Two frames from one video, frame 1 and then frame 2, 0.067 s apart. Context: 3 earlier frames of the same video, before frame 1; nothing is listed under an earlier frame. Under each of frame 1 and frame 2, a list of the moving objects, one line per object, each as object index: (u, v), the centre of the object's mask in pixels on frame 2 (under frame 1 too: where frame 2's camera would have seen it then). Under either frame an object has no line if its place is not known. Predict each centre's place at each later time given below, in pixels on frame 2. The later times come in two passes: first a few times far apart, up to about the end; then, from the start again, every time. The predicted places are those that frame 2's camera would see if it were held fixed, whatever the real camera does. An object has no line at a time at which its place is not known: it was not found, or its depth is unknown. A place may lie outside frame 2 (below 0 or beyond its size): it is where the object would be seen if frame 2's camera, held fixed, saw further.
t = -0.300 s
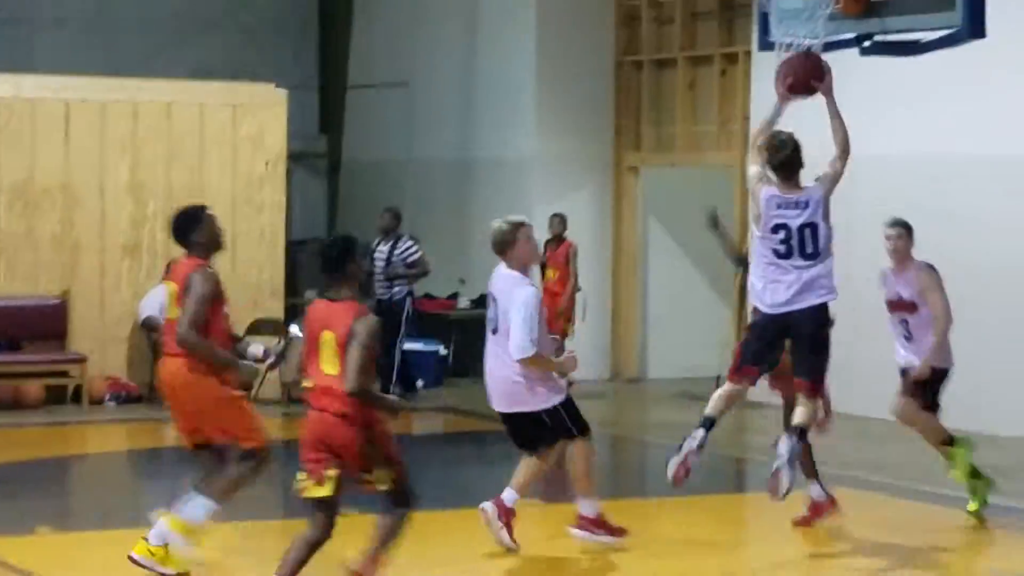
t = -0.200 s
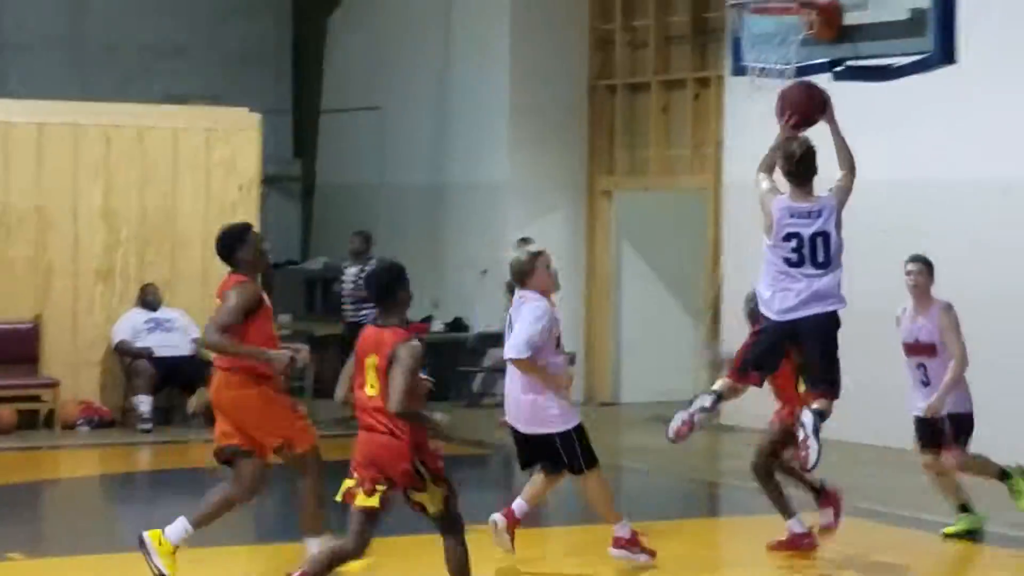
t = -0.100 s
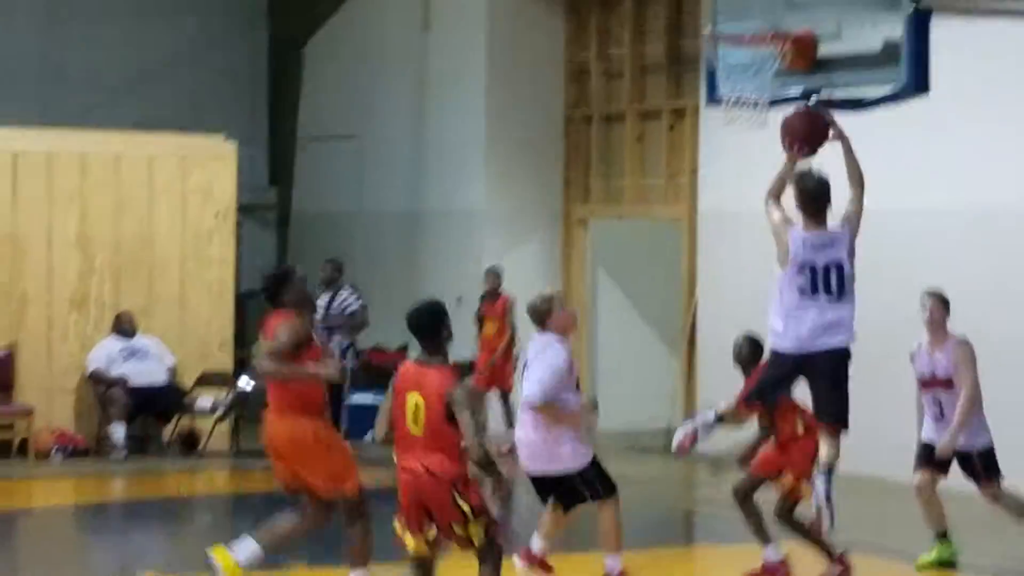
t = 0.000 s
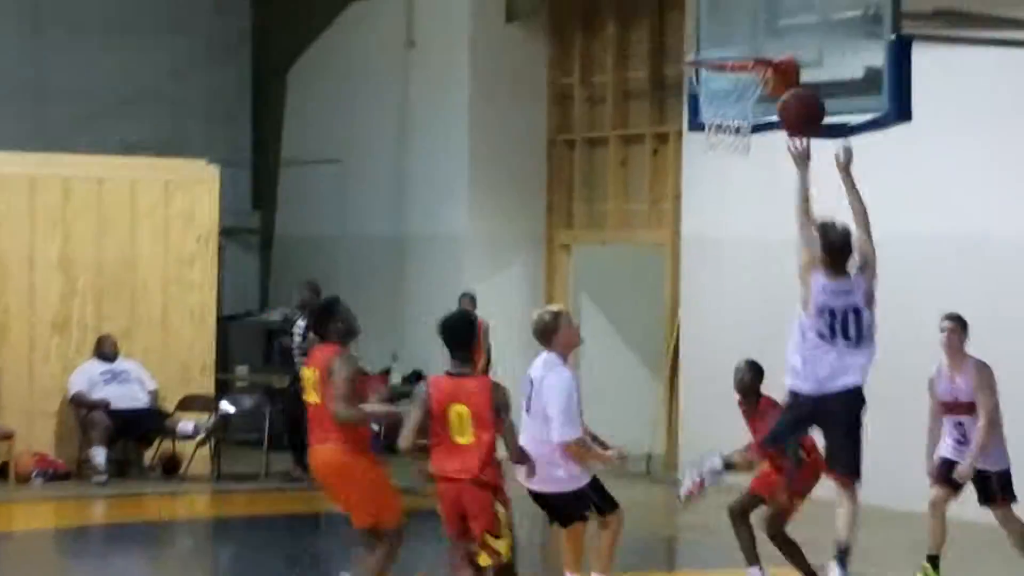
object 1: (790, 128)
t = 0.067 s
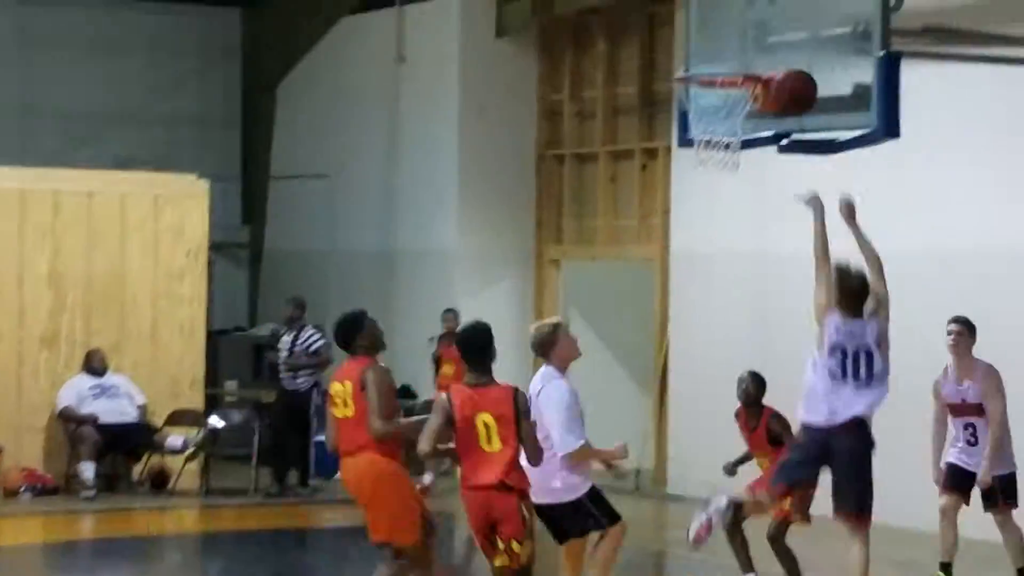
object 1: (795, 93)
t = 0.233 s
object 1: (803, 45)
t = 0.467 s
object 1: (705, 75)
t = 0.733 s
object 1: (704, 126)
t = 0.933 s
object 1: (725, 176)
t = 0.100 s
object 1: (797, 78)
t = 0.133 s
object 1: (798, 66)
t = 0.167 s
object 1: (801, 56)
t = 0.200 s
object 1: (802, 49)
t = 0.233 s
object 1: (803, 45)
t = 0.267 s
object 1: (788, 45)
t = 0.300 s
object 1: (770, 47)
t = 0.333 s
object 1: (753, 50)
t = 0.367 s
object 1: (734, 56)
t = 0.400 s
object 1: (716, 64)
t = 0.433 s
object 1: (708, 69)
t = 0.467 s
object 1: (705, 75)
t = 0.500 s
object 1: (702, 82)
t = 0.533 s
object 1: (701, 90)
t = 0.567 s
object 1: (699, 100)
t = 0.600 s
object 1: (698, 107)
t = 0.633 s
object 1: (698, 112)
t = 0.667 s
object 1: (699, 117)
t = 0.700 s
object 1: (702, 122)
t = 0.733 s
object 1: (704, 126)
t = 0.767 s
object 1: (708, 131)
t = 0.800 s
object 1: (712, 136)
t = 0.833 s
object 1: (715, 142)
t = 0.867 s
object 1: (719, 150)
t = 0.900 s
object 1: (723, 169)
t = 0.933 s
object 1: (725, 176)
